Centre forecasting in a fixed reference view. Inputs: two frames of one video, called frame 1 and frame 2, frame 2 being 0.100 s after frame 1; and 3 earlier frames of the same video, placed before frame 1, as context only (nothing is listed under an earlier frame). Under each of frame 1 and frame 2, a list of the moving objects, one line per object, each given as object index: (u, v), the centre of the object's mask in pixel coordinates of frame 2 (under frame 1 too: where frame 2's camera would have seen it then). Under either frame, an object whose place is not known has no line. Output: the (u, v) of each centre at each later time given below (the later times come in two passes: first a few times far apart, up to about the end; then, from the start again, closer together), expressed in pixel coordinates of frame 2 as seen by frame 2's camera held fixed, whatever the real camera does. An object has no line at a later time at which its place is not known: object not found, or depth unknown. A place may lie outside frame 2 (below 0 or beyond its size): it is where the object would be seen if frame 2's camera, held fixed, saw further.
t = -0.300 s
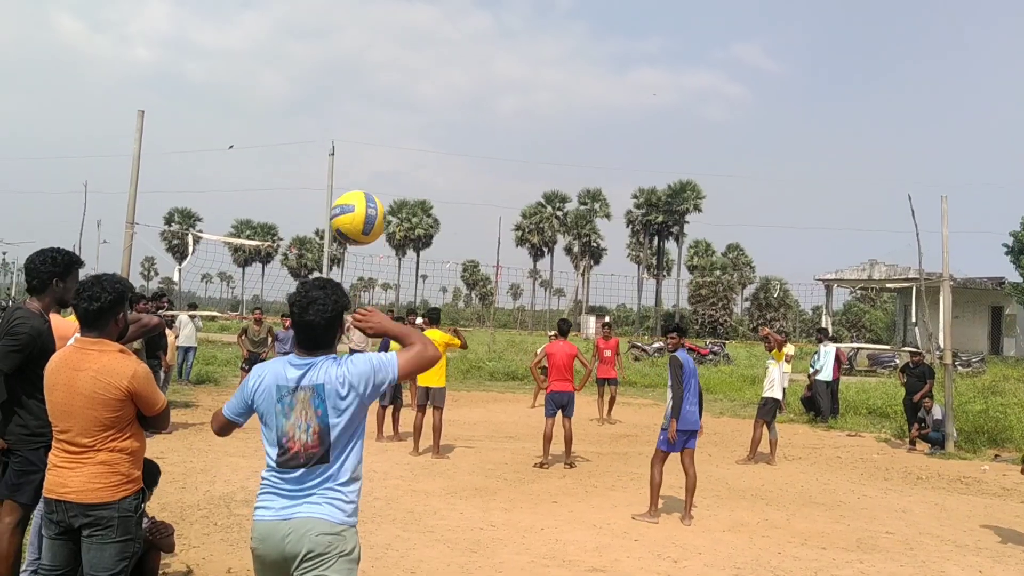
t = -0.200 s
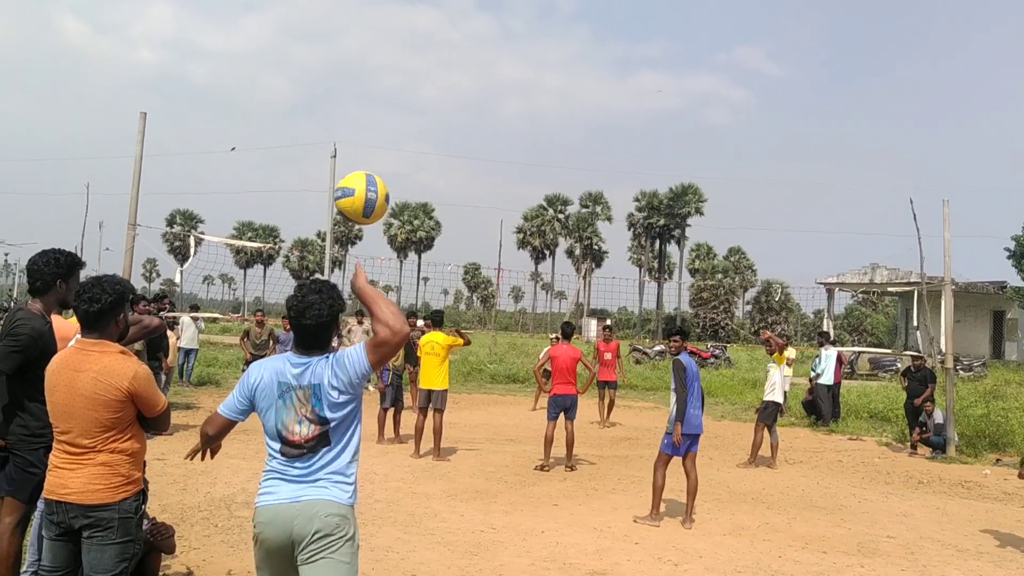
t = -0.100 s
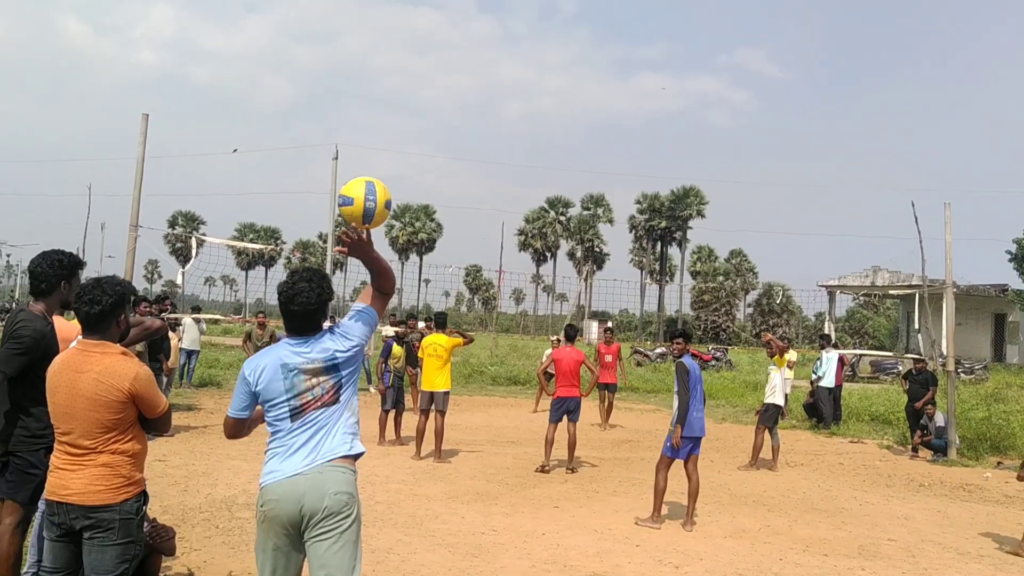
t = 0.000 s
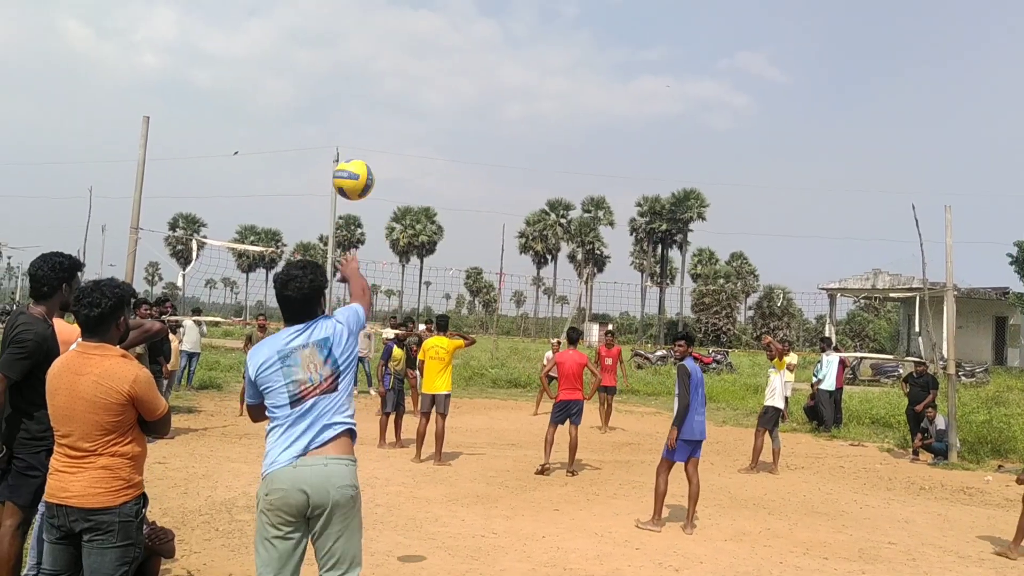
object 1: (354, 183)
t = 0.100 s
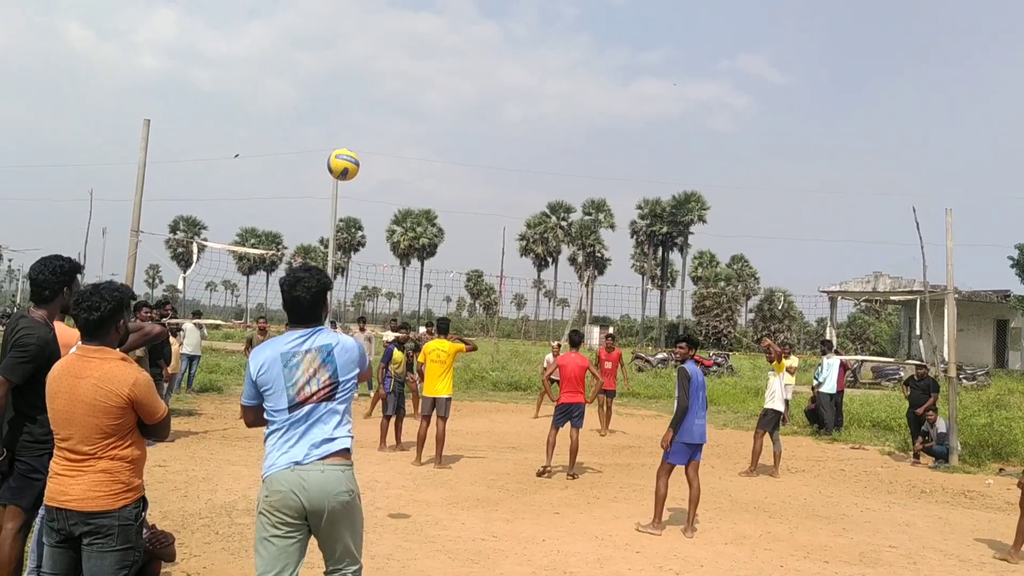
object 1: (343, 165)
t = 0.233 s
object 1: (336, 168)
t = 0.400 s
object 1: (324, 192)
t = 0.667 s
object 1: (298, 250)
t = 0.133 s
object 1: (341, 163)
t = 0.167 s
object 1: (339, 163)
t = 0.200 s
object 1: (338, 165)
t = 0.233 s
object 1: (336, 168)
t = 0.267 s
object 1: (334, 172)
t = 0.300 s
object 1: (332, 176)
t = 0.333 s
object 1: (330, 181)
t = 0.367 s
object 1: (327, 186)
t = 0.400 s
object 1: (324, 192)
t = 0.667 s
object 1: (298, 250)
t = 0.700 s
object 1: (296, 259)
